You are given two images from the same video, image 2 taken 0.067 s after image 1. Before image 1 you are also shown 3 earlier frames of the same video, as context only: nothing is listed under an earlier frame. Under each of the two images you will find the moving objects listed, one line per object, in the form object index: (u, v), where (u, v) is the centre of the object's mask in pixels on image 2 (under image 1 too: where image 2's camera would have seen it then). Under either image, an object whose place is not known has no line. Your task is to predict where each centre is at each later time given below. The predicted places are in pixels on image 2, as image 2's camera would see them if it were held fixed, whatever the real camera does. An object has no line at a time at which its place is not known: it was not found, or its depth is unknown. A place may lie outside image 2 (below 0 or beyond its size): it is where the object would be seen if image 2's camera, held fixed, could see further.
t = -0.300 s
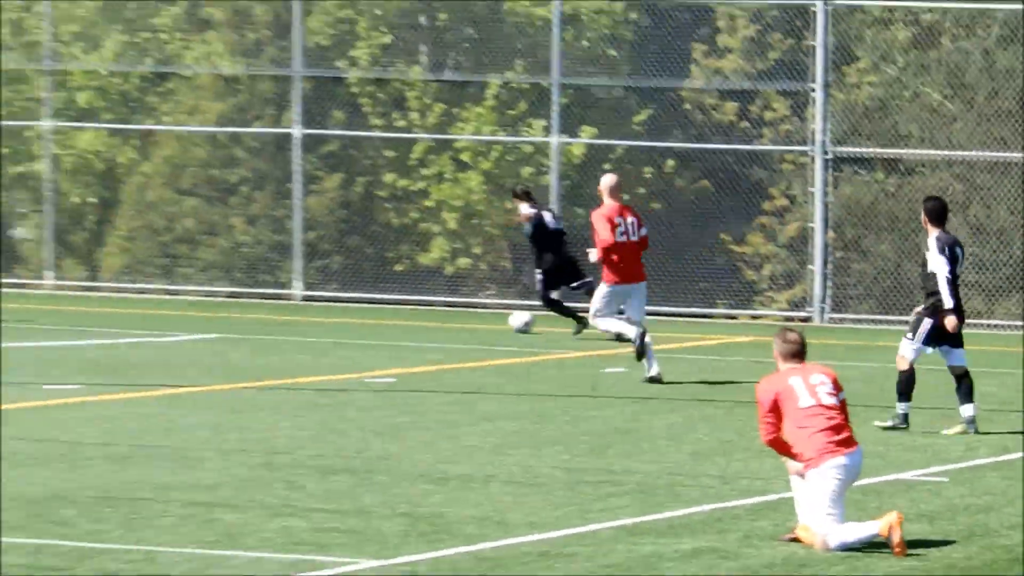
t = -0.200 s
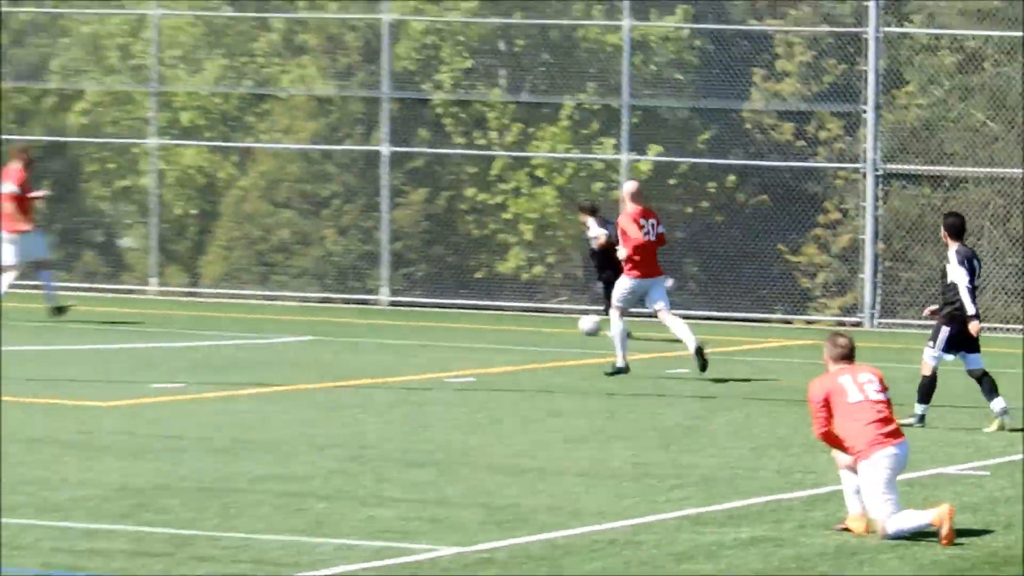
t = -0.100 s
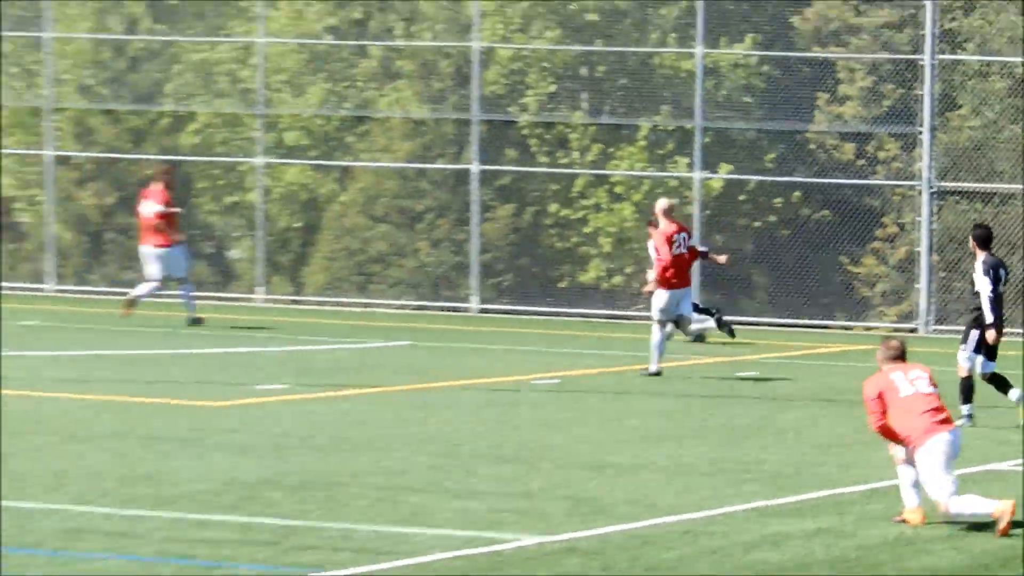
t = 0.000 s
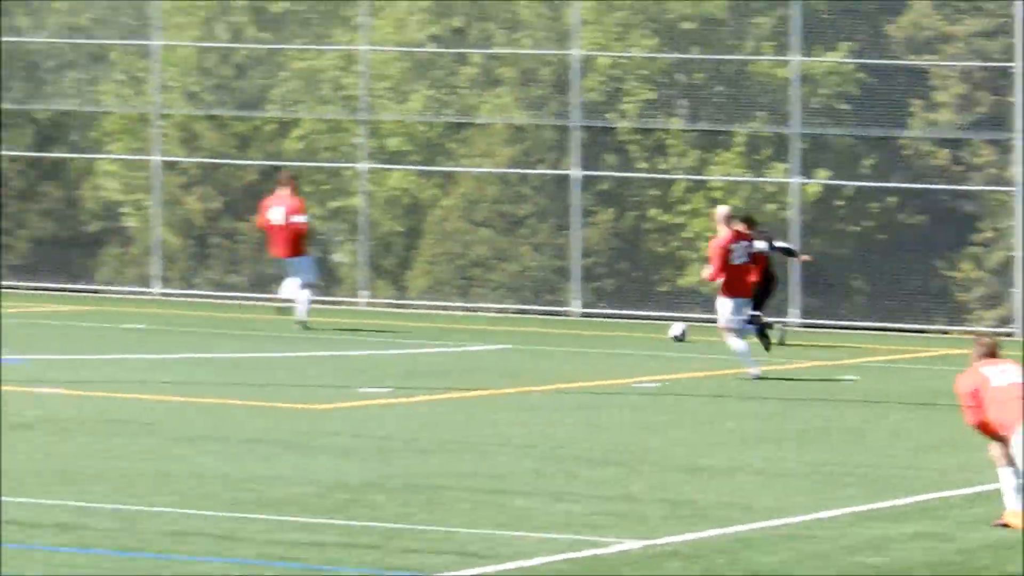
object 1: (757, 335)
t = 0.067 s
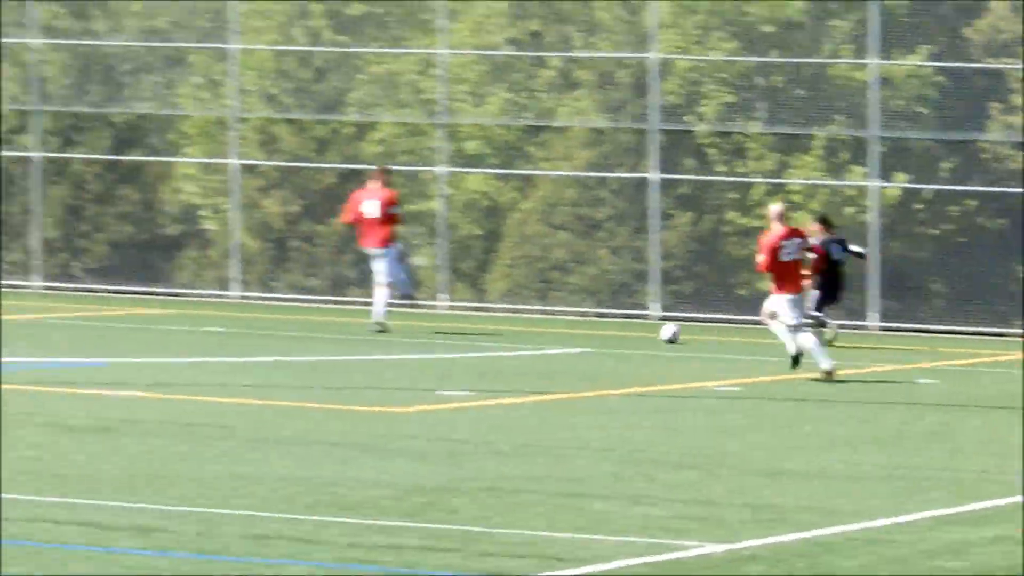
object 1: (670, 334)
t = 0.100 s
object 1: (628, 333)
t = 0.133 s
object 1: (587, 332)
